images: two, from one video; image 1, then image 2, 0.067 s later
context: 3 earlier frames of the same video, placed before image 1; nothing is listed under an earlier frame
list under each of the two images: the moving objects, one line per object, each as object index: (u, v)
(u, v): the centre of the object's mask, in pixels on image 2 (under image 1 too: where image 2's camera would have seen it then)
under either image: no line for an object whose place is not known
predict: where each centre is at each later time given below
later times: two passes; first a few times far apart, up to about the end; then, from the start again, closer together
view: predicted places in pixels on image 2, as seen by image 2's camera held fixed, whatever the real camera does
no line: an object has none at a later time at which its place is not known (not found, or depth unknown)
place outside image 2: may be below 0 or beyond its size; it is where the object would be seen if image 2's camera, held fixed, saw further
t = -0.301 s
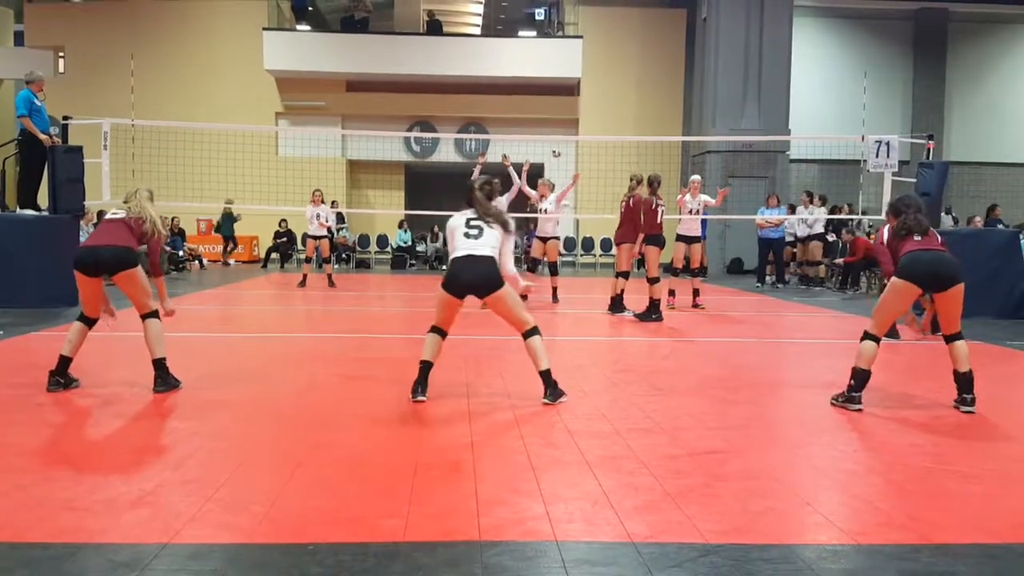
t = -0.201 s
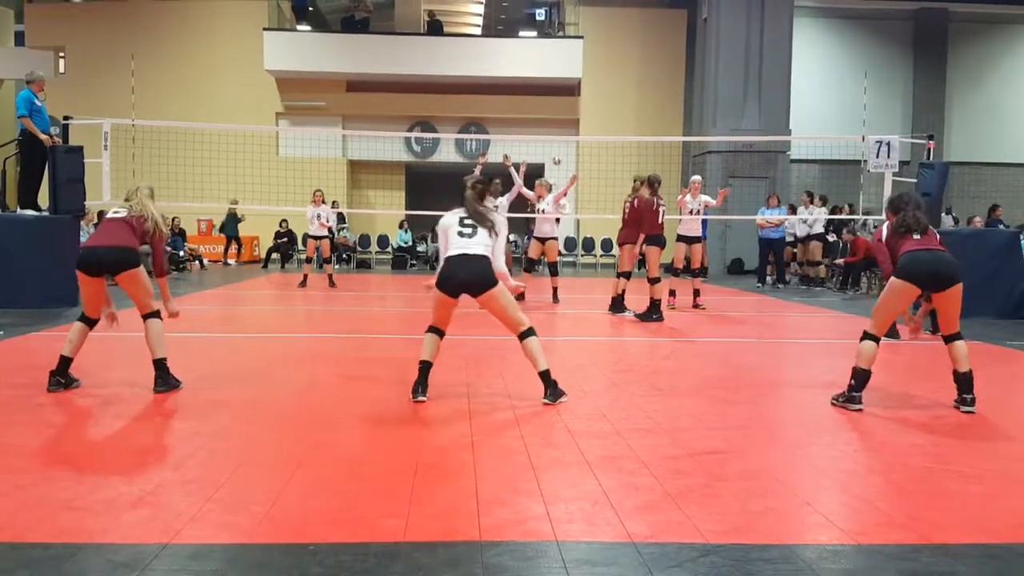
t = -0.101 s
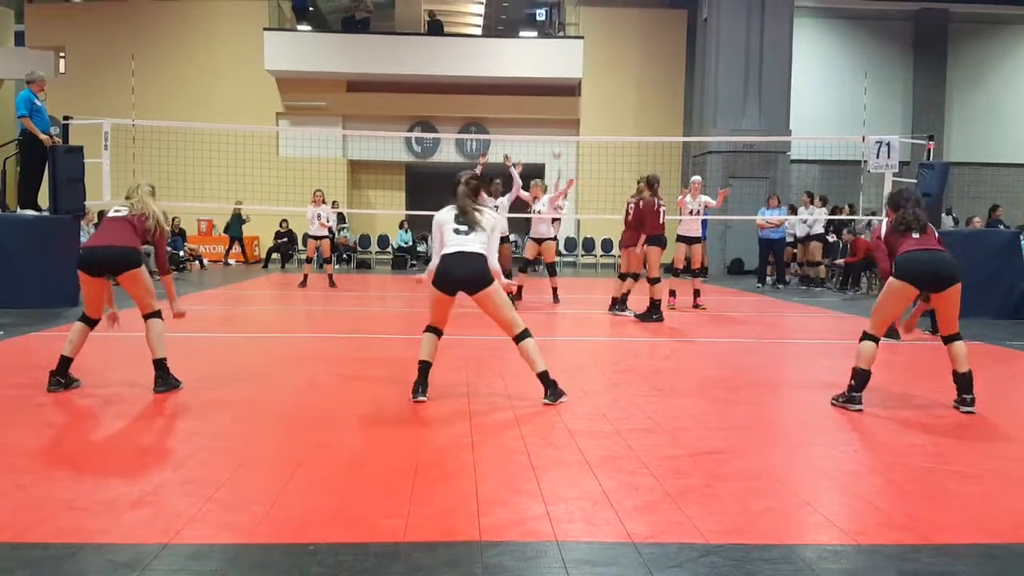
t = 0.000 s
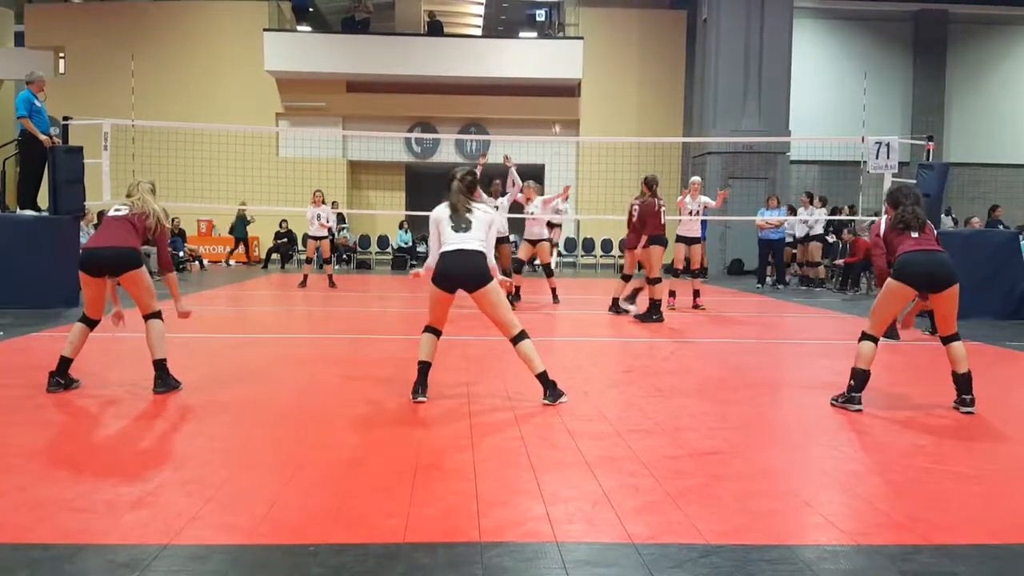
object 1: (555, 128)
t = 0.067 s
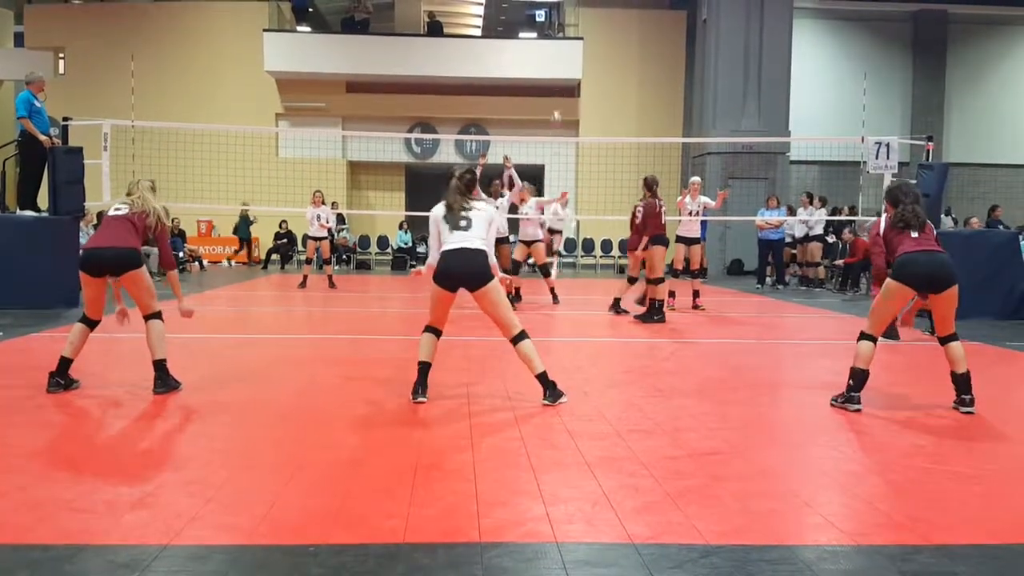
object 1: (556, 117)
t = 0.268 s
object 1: (557, 80)
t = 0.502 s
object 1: (544, 56)
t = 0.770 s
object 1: (501, 83)
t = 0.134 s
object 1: (556, 101)
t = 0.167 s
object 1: (557, 96)
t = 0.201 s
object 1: (556, 91)
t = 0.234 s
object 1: (557, 85)
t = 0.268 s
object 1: (557, 80)
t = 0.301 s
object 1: (554, 74)
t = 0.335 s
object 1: (553, 70)
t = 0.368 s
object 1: (552, 67)
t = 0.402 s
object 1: (550, 61)
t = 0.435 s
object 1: (548, 59)
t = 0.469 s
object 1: (546, 57)
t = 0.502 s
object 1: (544, 56)
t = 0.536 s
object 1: (540, 56)
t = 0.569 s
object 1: (536, 57)
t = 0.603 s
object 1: (532, 58)
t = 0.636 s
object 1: (527, 59)
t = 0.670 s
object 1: (521, 62)
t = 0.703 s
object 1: (515, 66)
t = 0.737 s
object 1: (512, 72)
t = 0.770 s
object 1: (501, 83)
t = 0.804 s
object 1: (496, 88)
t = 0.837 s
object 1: (487, 104)
